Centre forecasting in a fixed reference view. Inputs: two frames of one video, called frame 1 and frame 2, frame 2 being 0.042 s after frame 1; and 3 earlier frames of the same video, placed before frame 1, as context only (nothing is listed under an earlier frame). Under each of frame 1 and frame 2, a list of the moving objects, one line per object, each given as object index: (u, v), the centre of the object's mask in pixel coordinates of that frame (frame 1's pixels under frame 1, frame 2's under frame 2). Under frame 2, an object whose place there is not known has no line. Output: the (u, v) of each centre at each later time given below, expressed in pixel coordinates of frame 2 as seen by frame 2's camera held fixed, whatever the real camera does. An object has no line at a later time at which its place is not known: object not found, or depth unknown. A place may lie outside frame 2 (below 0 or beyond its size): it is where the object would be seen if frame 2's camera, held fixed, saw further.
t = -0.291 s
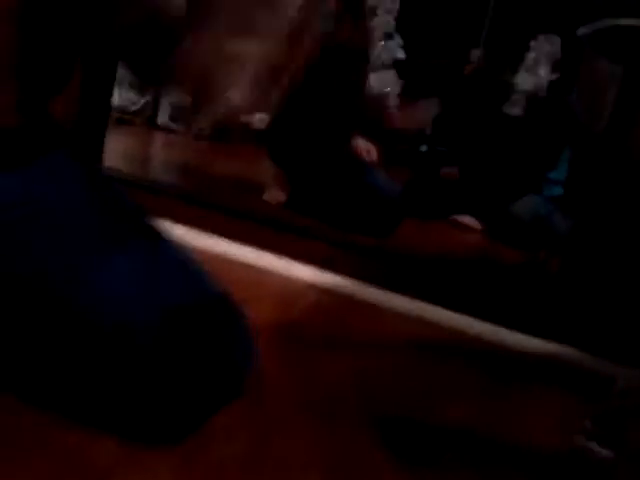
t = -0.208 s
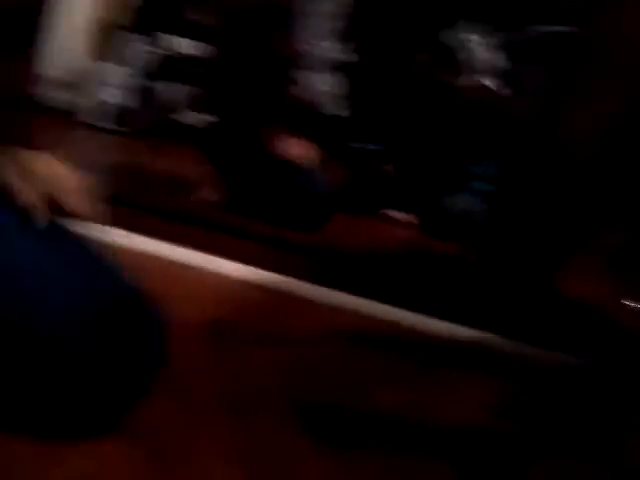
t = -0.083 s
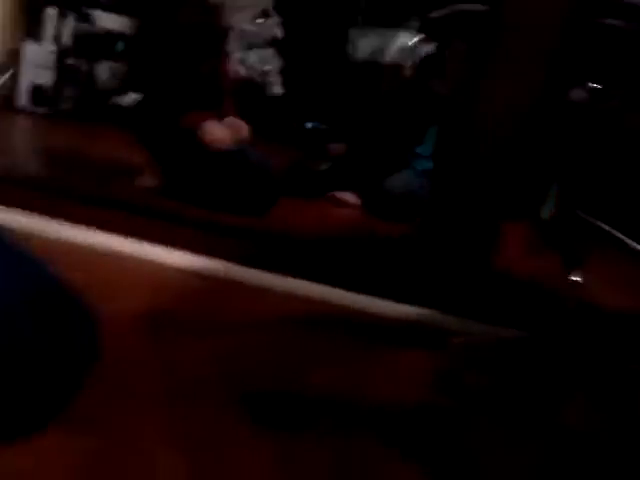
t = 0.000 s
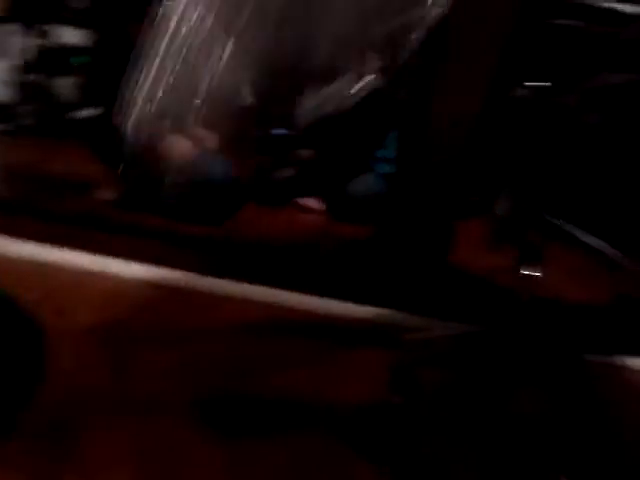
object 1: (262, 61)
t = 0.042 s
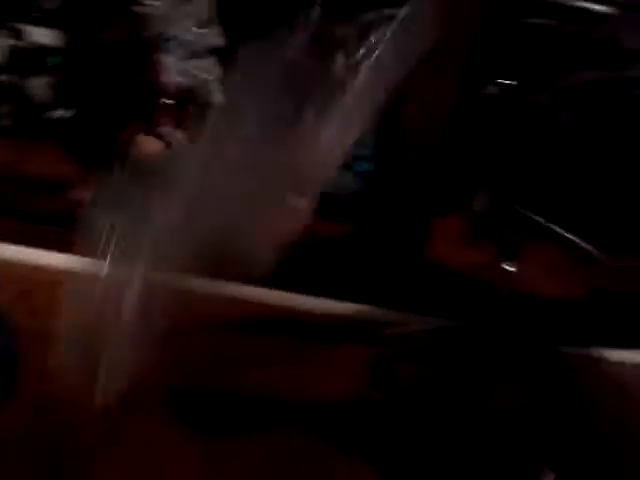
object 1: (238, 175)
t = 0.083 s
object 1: (172, 375)
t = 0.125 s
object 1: (192, 432)
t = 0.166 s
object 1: (154, 455)
